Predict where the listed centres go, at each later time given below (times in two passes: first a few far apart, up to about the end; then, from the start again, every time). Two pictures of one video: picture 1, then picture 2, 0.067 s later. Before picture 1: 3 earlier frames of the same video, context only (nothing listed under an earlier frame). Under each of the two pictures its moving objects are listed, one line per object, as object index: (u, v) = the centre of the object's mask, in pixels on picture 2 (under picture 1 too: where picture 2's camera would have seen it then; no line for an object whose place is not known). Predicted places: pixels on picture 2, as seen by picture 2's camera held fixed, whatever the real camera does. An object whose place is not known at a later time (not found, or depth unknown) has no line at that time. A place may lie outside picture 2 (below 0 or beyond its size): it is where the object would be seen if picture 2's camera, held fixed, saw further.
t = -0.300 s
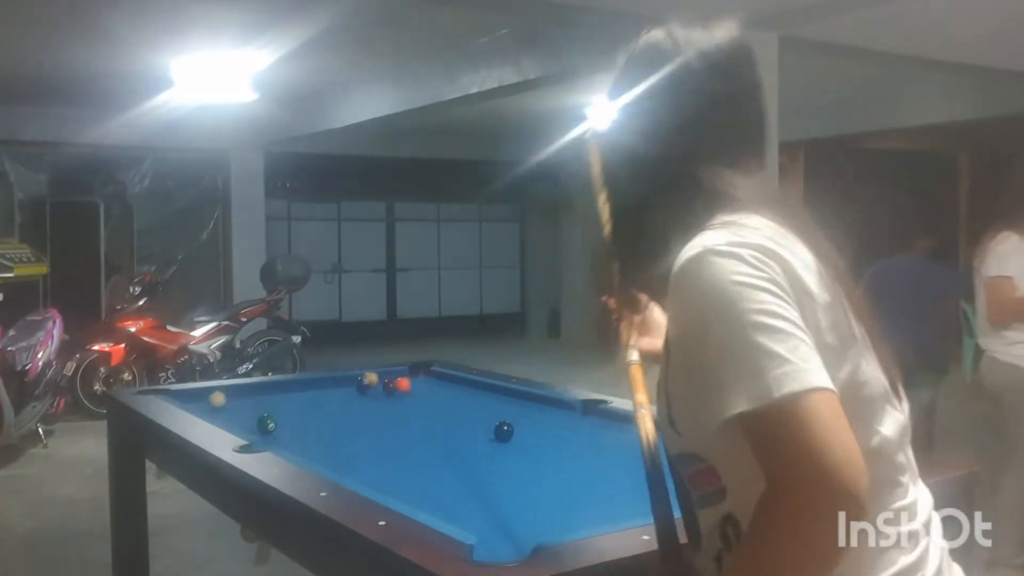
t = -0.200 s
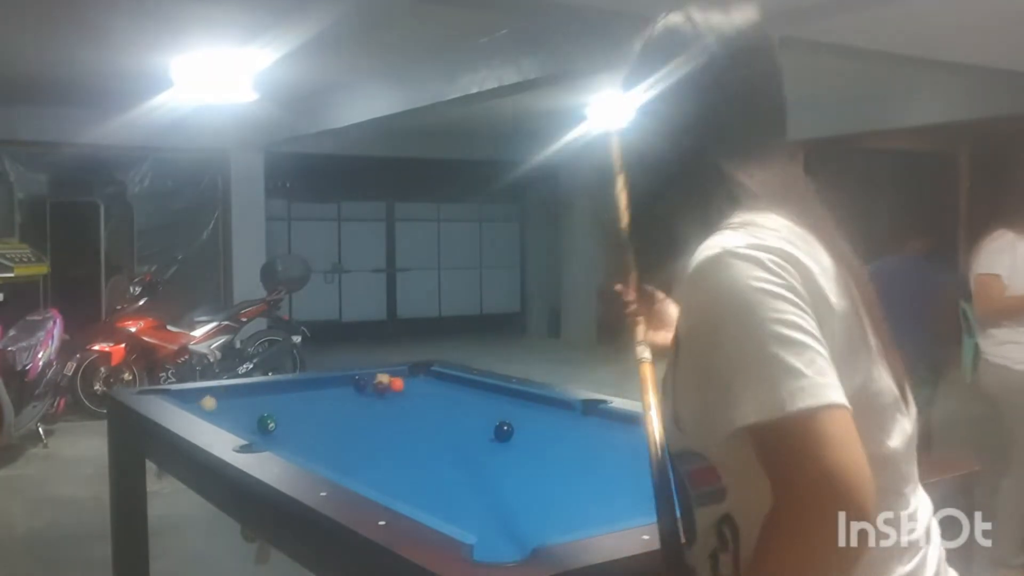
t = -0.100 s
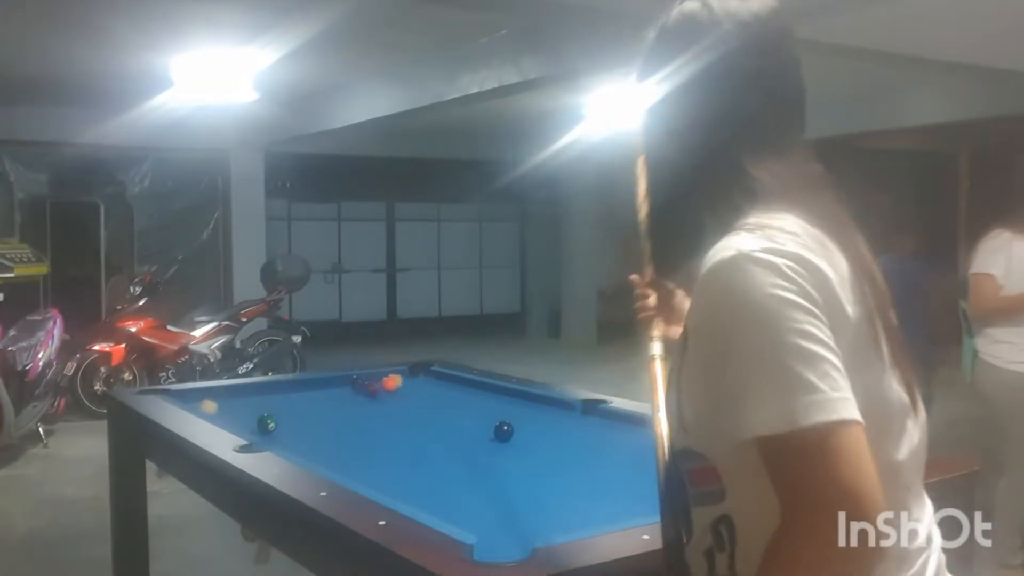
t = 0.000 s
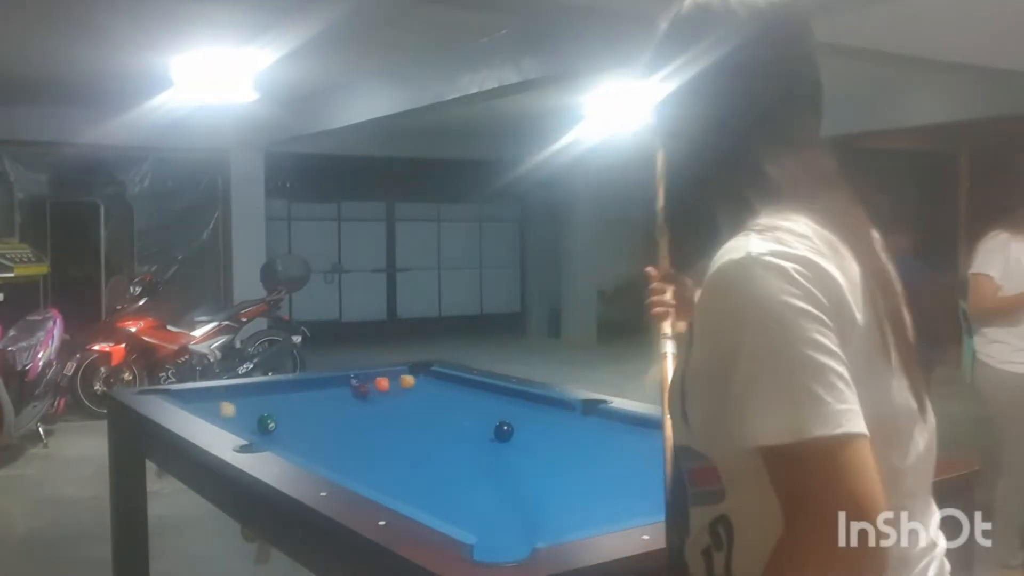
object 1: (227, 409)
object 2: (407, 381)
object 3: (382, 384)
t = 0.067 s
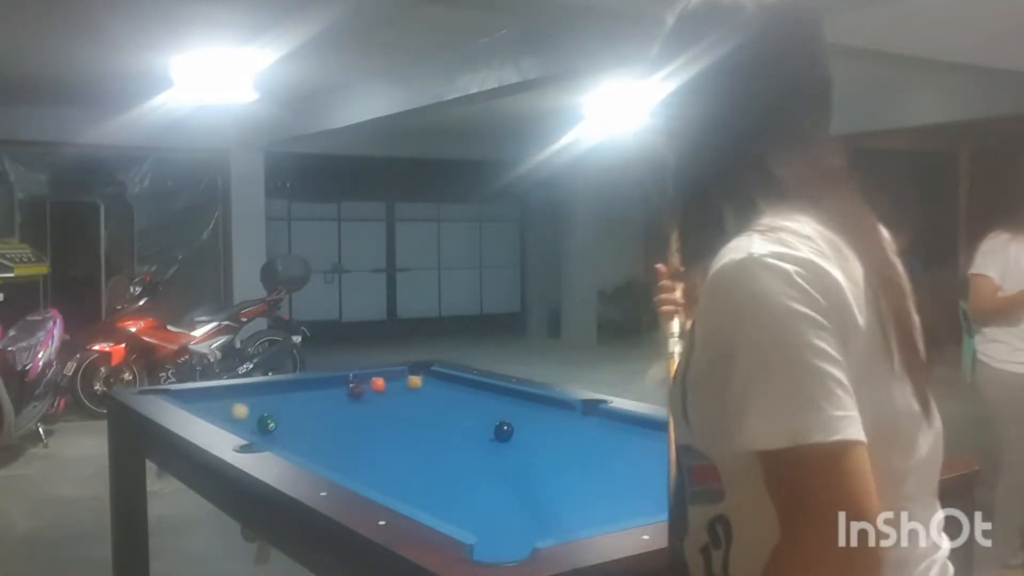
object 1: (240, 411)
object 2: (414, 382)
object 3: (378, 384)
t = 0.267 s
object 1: (279, 414)
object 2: (437, 383)
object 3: (366, 383)
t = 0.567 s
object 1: (338, 421)
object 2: (470, 386)
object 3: (350, 383)
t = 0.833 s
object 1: (393, 426)
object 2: (497, 388)
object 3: (339, 383)
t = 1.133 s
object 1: (458, 432)
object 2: (509, 391)
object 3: (331, 384)
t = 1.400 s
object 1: (516, 437)
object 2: (514, 395)
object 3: (326, 384)
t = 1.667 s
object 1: (576, 442)
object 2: (518, 398)
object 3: (324, 384)
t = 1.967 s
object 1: (642, 448)
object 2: (523, 402)
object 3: (324, 384)
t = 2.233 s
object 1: (698, 453)
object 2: (526, 404)
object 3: (324, 384)
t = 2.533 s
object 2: (529, 407)
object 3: (324, 384)
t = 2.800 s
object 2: (531, 409)
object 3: (325, 384)
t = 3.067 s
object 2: (533, 410)
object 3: (324, 384)
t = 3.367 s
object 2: (534, 411)
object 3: (324, 384)
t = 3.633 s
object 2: (534, 411)
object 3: (324, 384)
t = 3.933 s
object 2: (534, 411)
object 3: (324, 384)
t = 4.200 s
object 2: (534, 411)
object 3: (324, 384)
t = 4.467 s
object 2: (533, 411)
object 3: (324, 384)
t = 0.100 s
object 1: (246, 412)
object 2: (418, 382)
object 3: (376, 383)
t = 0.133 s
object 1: (252, 412)
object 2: (422, 382)
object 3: (374, 383)
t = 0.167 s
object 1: (257, 412)
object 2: (426, 382)
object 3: (372, 384)
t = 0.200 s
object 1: (264, 411)
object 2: (430, 382)
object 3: (370, 383)
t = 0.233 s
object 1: (272, 412)
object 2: (433, 383)
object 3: (368, 383)
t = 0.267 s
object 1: (279, 414)
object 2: (437, 383)
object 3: (366, 383)
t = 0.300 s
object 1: (284, 416)
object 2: (441, 383)
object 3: (364, 383)
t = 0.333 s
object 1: (291, 416)
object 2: (445, 384)
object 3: (362, 384)
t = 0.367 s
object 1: (298, 417)
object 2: (448, 384)
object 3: (360, 384)
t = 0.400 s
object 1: (304, 417)
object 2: (452, 384)
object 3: (359, 384)
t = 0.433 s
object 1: (311, 418)
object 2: (455, 385)
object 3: (357, 384)
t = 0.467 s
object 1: (318, 419)
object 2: (459, 385)
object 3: (355, 384)
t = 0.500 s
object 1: (324, 420)
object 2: (463, 385)
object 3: (353, 383)
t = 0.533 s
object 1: (331, 420)
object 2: (466, 386)
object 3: (352, 383)
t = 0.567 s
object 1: (338, 421)
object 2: (470, 386)
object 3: (350, 383)
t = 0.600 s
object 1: (345, 422)
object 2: (473, 386)
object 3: (349, 383)
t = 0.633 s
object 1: (352, 423)
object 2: (477, 386)
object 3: (348, 383)
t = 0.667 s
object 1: (359, 423)
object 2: (480, 387)
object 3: (346, 383)
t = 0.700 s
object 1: (366, 424)
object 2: (483, 387)
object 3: (345, 383)
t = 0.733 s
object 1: (372, 424)
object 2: (487, 387)
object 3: (343, 383)
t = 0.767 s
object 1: (379, 425)
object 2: (491, 387)
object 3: (342, 383)
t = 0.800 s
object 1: (386, 426)
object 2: (494, 388)
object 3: (341, 383)
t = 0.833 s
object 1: (393, 426)
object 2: (497, 388)
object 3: (339, 383)
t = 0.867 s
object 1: (401, 427)
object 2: (500, 389)
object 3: (338, 383)
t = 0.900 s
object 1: (408, 428)
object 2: (503, 389)
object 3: (337, 383)
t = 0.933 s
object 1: (415, 428)
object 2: (504, 389)
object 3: (336, 383)
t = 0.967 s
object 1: (422, 429)
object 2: (505, 389)
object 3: (335, 383)
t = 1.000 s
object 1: (429, 430)
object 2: (506, 390)
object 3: (334, 383)
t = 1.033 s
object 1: (436, 430)
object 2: (507, 390)
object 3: (333, 383)
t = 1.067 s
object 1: (443, 431)
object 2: (507, 390)
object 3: (332, 383)
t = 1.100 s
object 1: (451, 431)
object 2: (508, 390)
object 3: (331, 384)
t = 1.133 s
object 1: (458, 432)
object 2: (509, 391)
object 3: (331, 384)
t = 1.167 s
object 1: (465, 433)
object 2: (509, 392)
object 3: (330, 384)
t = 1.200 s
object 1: (472, 433)
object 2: (510, 392)
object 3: (329, 384)
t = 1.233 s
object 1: (479, 434)
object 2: (511, 392)
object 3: (328, 384)
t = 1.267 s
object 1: (487, 435)
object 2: (511, 393)
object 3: (328, 384)
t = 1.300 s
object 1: (494, 436)
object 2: (512, 394)
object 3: (327, 384)
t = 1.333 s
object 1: (502, 436)
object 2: (513, 394)
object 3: (327, 384)
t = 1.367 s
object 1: (509, 437)
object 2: (513, 394)
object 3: (326, 384)
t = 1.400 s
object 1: (516, 437)
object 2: (514, 395)
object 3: (326, 384)
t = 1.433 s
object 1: (524, 438)
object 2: (514, 395)
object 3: (326, 384)
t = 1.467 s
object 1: (531, 438)
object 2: (515, 396)
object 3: (325, 384)
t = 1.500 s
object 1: (538, 439)
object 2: (516, 396)
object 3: (325, 384)
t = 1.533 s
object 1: (546, 440)
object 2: (516, 397)
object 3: (325, 384)
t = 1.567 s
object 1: (554, 440)
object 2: (517, 397)
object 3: (324, 384)
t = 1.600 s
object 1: (561, 441)
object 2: (517, 398)
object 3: (324, 384)
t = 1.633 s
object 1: (568, 442)
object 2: (518, 398)
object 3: (324, 384)
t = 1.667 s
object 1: (576, 442)
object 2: (518, 398)
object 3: (324, 384)
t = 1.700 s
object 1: (583, 443)
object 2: (519, 399)
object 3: (324, 384)
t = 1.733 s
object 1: (591, 444)
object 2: (519, 399)
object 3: (324, 384)
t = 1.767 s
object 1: (598, 444)
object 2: (520, 399)
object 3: (324, 384)
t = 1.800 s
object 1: (605, 445)
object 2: (520, 400)
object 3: (324, 384)
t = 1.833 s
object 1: (613, 446)
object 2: (521, 400)
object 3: (324, 384)
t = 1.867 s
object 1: (620, 446)
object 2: (521, 401)
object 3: (324, 384)
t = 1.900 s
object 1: (627, 447)
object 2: (521, 401)
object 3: (324, 384)
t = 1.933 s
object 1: (635, 447)
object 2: (522, 402)
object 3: (324, 384)
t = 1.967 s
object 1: (642, 448)
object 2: (523, 402)
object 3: (324, 384)
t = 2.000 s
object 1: (650, 448)
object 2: (523, 402)
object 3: (324, 384)
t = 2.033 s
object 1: (657, 449)
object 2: (523, 403)
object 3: (324, 384)
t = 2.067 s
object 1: (664, 450)
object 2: (524, 403)
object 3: (324, 384)
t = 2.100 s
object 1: (672, 450)
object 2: (525, 403)
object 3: (324, 384)
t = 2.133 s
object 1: (679, 451)
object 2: (525, 403)
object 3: (324, 384)
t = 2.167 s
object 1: (686, 452)
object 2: (525, 404)
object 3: (324, 384)
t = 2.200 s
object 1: (693, 452)
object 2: (526, 404)
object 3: (324, 384)
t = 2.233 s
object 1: (698, 453)
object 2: (526, 404)
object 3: (324, 384)
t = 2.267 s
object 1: (702, 453)
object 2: (526, 405)
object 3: (324, 384)
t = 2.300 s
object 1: (706, 453)
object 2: (527, 405)
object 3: (324, 384)
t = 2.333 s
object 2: (527, 405)
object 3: (324, 384)
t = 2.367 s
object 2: (528, 405)
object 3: (324, 384)
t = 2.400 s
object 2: (528, 406)
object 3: (324, 384)
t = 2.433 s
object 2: (528, 406)
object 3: (324, 384)
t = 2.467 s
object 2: (528, 406)
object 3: (324, 384)
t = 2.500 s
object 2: (529, 407)
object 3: (324, 384)
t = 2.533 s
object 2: (529, 407)
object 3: (324, 384)
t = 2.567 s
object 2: (529, 407)
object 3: (324, 384)
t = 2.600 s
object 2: (530, 407)
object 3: (324, 384)
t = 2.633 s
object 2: (530, 408)
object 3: (324, 384)
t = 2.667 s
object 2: (530, 408)
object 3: (324, 384)
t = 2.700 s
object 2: (531, 408)
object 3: (324, 384)
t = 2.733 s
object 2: (531, 409)
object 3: (324, 384)
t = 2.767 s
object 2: (531, 409)
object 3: (325, 384)
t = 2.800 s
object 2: (531, 409)
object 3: (325, 384)
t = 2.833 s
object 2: (532, 409)
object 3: (325, 384)
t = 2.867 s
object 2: (532, 409)
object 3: (325, 384)
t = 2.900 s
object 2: (532, 409)
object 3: (325, 384)
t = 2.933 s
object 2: (532, 410)
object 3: (325, 384)
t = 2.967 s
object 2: (533, 410)
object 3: (325, 384)
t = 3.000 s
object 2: (533, 410)
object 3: (325, 384)
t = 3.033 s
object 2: (533, 410)
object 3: (324, 384)
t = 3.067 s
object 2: (533, 410)
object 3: (324, 384)
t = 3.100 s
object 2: (533, 410)
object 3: (324, 384)
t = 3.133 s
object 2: (533, 410)
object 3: (325, 384)
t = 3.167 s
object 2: (533, 411)
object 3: (324, 384)
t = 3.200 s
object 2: (534, 411)
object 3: (324, 384)
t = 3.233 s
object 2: (534, 411)
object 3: (324, 384)
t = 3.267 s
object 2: (534, 411)
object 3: (324, 384)
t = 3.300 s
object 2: (534, 411)
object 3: (324, 384)
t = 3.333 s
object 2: (534, 411)
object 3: (324, 384)
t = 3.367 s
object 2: (534, 411)
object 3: (324, 384)
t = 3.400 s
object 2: (534, 411)
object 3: (325, 384)
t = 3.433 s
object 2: (534, 411)
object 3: (325, 384)
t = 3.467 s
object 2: (534, 411)
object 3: (324, 384)
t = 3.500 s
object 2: (534, 411)
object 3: (324, 384)
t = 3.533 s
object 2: (534, 411)
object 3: (324, 384)
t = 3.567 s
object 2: (534, 411)
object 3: (324, 384)
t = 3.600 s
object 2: (534, 411)
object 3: (324, 384)
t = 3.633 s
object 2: (534, 411)
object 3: (324, 384)
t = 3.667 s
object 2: (534, 411)
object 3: (324, 384)
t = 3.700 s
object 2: (534, 411)
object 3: (324, 384)
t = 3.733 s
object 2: (534, 411)
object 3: (324, 384)
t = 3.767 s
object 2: (534, 411)
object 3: (324, 384)
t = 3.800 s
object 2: (534, 412)
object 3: (324, 384)
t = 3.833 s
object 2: (534, 411)
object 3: (324, 384)
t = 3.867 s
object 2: (534, 411)
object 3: (324, 384)
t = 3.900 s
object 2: (534, 411)
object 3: (324, 384)
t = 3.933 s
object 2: (534, 411)
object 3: (324, 384)
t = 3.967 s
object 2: (534, 411)
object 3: (324, 384)
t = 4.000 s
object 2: (534, 411)
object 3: (324, 384)
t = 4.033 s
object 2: (534, 411)
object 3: (324, 384)
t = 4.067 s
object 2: (534, 411)
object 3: (324, 384)
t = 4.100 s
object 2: (534, 412)
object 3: (324, 384)
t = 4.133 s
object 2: (534, 411)
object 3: (324, 384)
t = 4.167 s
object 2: (534, 411)
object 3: (324, 384)
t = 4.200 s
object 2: (534, 411)
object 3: (324, 384)
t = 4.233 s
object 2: (534, 411)
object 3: (324, 384)
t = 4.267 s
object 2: (534, 412)
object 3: (324, 384)
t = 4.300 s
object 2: (534, 411)
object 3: (324, 384)
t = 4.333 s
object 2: (534, 411)
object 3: (324, 384)
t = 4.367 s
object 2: (534, 411)
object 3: (324, 384)
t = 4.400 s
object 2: (533, 411)
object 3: (324, 384)
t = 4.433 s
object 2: (534, 411)
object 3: (324, 384)
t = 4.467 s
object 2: (533, 411)
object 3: (324, 384)
